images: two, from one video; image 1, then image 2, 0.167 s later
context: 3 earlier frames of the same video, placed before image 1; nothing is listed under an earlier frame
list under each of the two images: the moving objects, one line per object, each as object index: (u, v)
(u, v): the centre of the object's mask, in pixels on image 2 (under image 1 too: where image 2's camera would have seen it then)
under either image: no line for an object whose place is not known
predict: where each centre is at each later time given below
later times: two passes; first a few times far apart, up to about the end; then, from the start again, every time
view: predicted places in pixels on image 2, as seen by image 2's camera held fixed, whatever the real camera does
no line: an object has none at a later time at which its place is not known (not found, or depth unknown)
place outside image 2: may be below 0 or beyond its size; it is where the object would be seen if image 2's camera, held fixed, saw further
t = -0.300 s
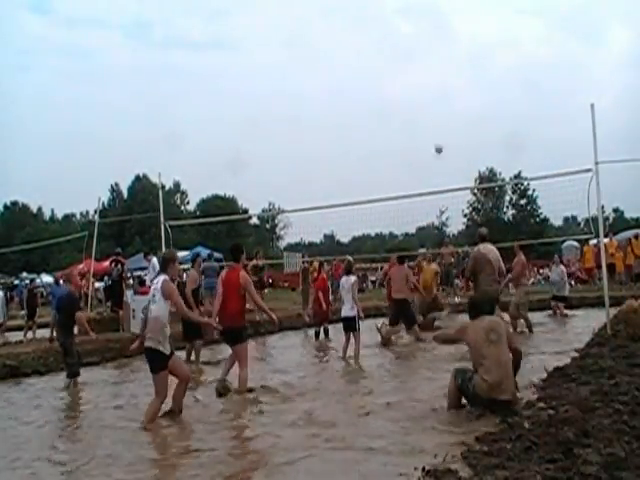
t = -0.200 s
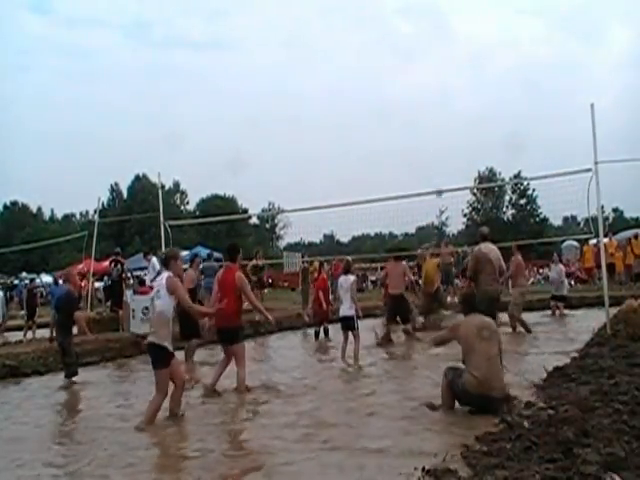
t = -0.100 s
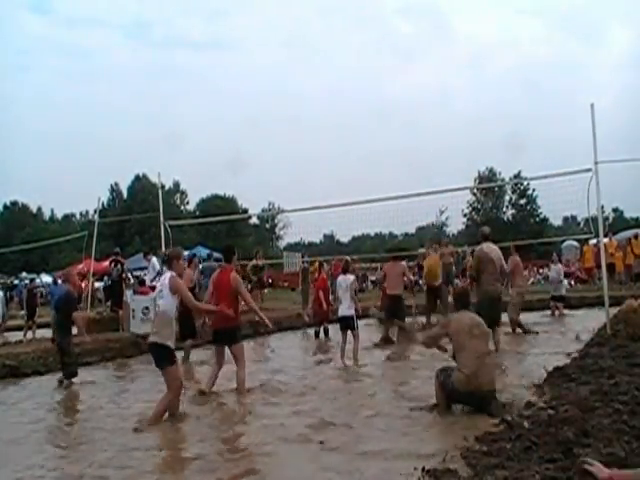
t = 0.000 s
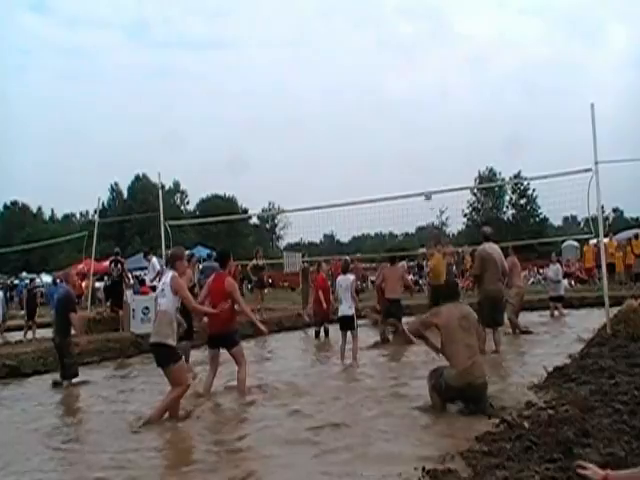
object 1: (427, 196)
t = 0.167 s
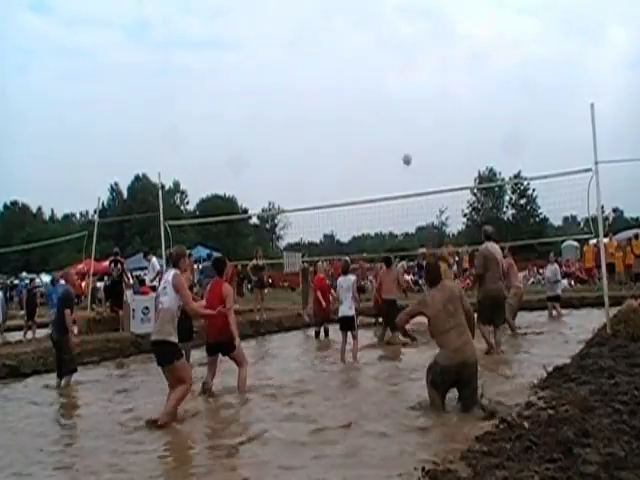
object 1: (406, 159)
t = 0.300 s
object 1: (388, 139)
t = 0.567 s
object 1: (350, 129)
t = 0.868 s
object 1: (296, 195)
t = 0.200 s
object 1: (402, 153)
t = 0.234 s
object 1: (398, 148)
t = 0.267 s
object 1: (393, 143)
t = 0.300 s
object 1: (388, 139)
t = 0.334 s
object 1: (384, 135)
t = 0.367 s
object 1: (379, 132)
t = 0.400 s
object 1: (374, 130)
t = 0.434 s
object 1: (370, 128)
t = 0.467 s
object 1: (365, 127)
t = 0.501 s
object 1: (360, 127)
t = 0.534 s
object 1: (355, 127)
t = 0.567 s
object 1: (350, 129)
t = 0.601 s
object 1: (344, 131)
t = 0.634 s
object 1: (339, 134)
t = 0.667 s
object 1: (334, 139)
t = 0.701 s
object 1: (327, 145)
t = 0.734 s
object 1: (322, 152)
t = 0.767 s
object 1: (315, 160)
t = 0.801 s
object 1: (309, 170)
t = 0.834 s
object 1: (303, 182)
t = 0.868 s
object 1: (296, 195)
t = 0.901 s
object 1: (289, 210)
